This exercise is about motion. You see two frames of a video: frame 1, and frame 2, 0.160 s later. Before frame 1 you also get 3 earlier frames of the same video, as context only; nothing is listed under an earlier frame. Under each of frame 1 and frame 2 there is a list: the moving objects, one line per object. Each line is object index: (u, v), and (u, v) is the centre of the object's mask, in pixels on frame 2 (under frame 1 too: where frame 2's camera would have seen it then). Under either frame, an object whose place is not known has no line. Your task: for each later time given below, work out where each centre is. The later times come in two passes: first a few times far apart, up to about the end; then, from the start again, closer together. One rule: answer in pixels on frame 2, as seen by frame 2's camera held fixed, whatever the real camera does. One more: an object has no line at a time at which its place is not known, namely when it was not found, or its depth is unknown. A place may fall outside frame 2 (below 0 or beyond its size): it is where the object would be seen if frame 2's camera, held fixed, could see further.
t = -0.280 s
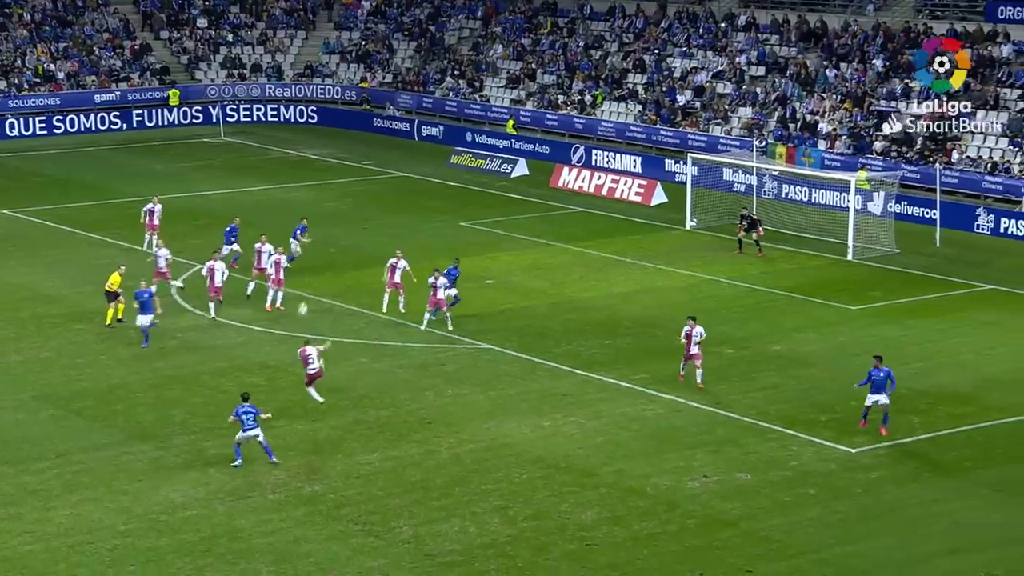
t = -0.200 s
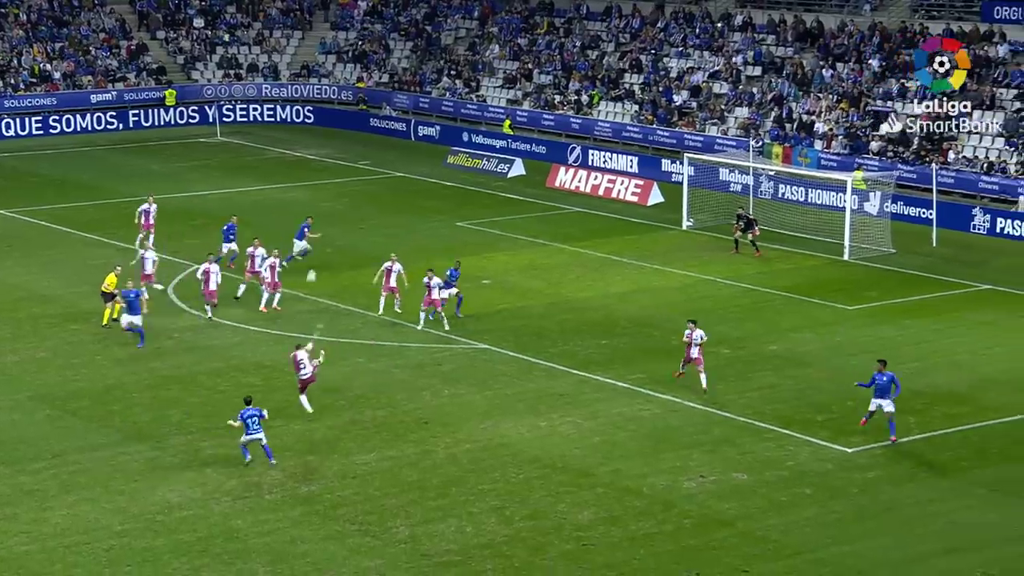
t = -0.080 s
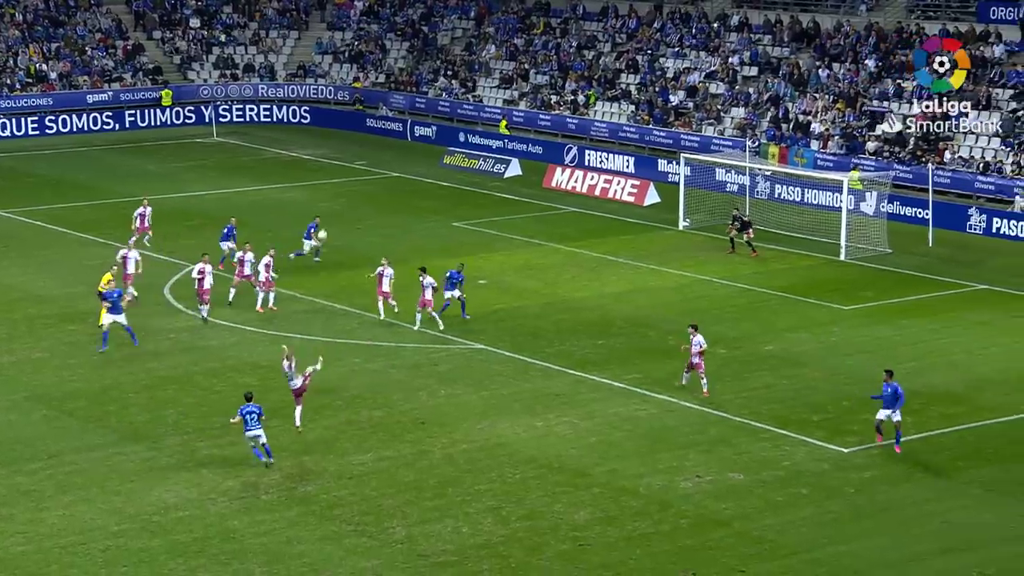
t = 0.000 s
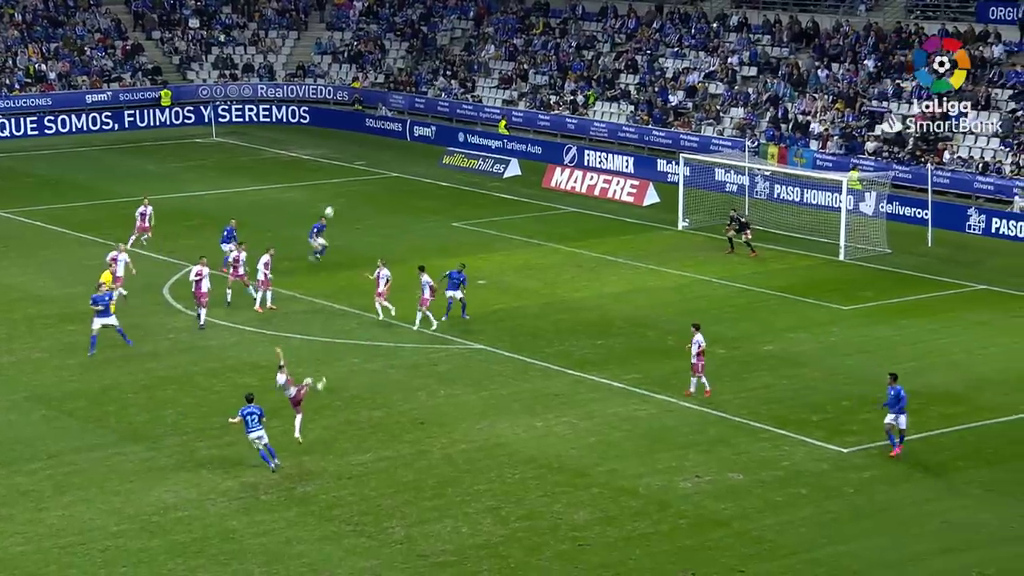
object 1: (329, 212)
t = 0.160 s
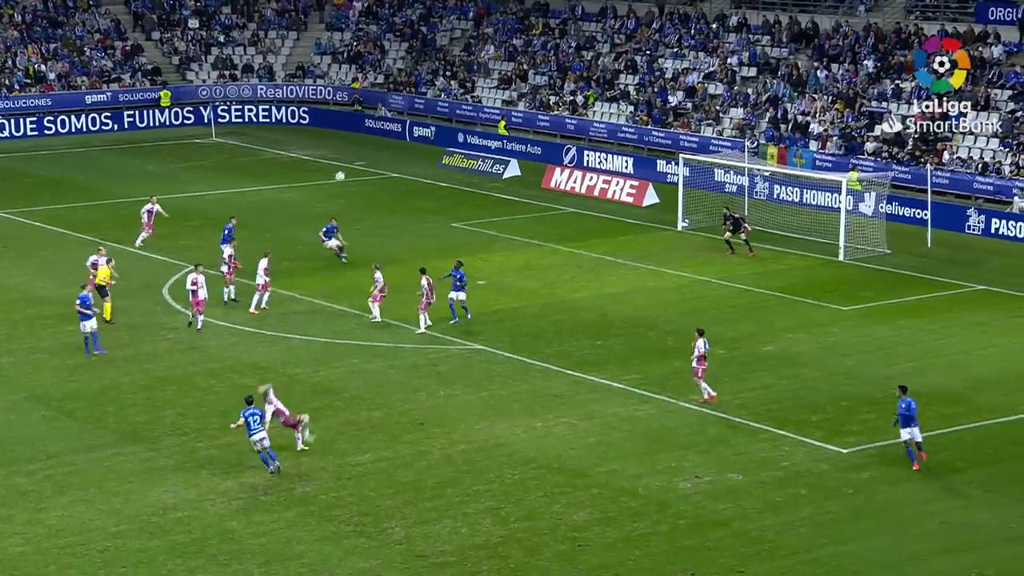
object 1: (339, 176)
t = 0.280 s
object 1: (345, 157)
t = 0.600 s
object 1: (348, 132)
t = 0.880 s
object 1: (342, 138)
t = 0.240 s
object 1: (344, 162)
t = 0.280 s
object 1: (345, 157)
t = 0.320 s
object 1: (347, 151)
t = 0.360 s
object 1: (348, 147)
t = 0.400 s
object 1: (349, 143)
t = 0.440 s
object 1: (349, 140)
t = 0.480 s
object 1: (349, 137)
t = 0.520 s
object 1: (349, 135)
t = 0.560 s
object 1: (349, 133)
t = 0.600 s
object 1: (348, 132)
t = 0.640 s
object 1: (347, 131)
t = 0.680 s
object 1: (347, 131)
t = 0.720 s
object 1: (346, 131)
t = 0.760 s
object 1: (345, 132)
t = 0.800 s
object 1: (344, 133)
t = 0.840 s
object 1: (343, 135)
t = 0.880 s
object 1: (342, 138)
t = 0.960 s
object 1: (339, 144)
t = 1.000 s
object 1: (338, 147)
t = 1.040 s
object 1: (337, 151)
